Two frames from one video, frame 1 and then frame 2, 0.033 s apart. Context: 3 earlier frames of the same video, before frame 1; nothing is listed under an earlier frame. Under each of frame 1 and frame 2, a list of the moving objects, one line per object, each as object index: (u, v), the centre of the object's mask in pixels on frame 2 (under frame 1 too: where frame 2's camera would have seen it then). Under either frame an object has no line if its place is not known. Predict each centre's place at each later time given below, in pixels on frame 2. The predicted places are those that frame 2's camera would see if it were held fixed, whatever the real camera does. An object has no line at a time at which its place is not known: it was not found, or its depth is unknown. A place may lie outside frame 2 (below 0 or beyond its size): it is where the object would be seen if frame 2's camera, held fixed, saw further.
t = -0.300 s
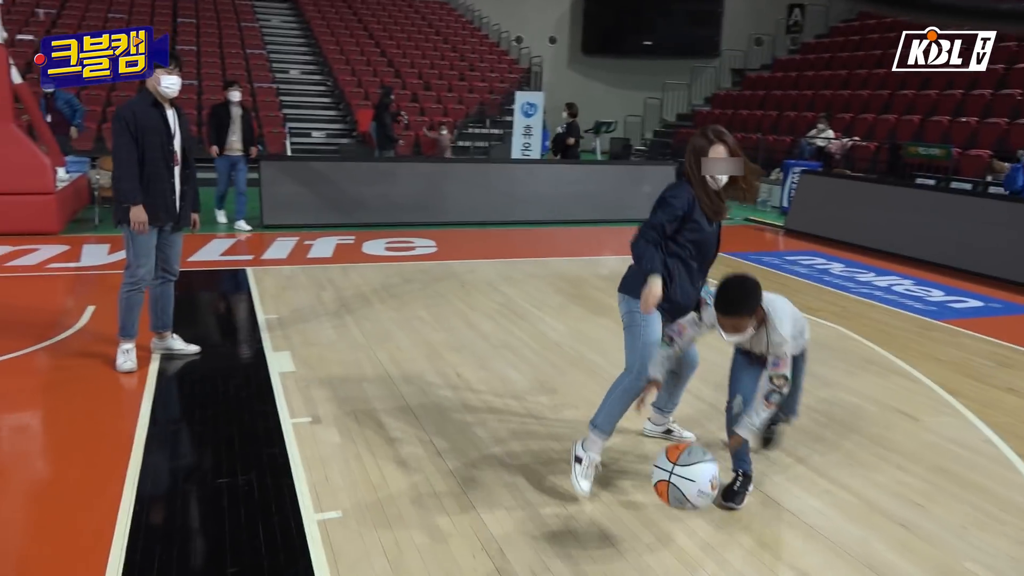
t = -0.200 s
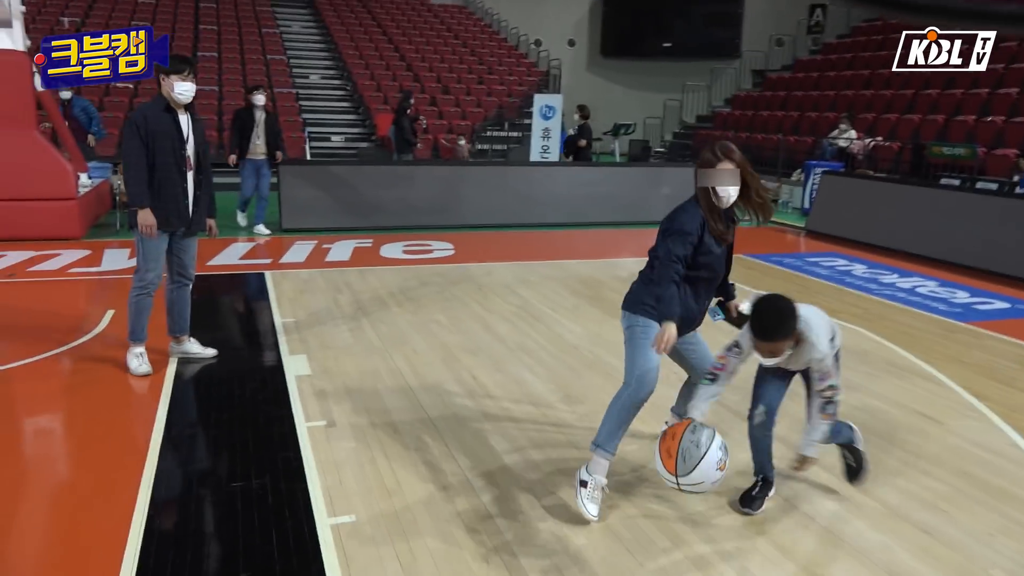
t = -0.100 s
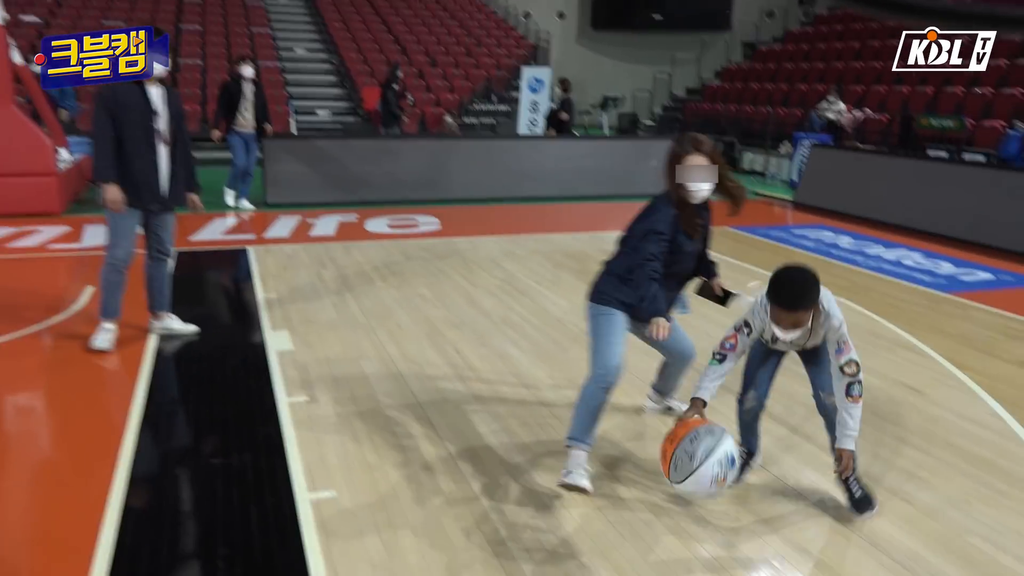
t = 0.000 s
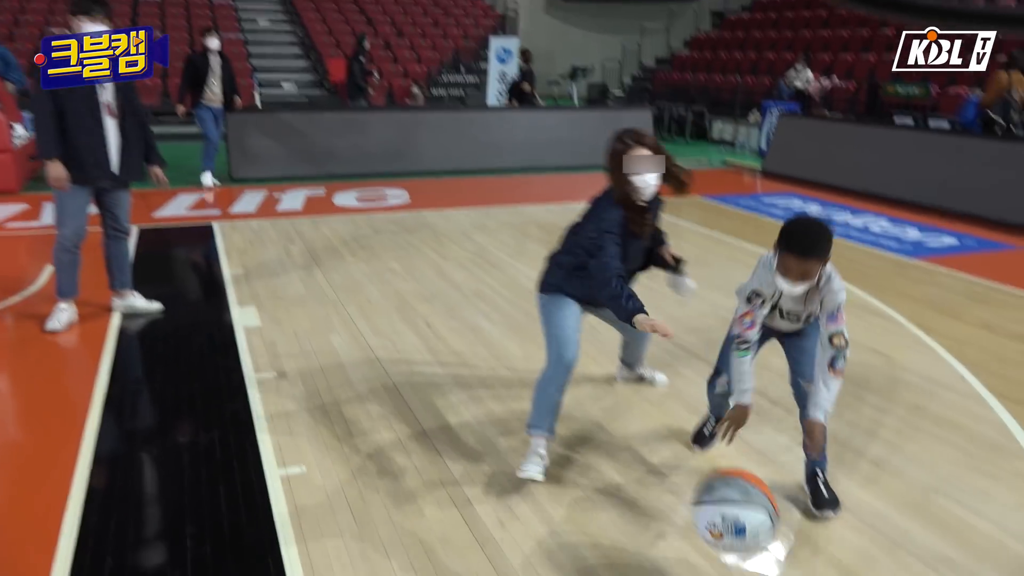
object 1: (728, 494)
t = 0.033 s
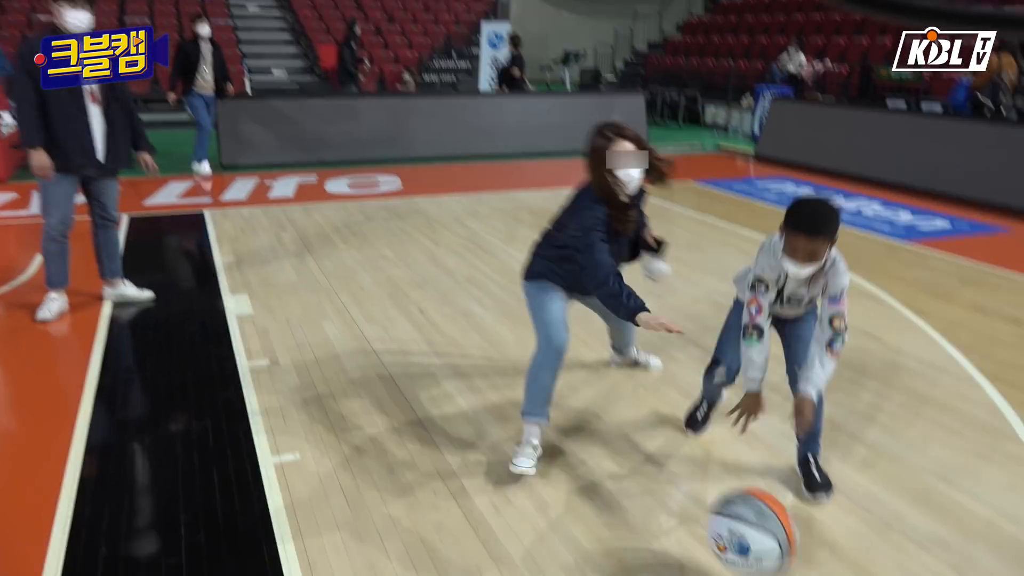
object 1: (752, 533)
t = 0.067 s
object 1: (775, 565)
